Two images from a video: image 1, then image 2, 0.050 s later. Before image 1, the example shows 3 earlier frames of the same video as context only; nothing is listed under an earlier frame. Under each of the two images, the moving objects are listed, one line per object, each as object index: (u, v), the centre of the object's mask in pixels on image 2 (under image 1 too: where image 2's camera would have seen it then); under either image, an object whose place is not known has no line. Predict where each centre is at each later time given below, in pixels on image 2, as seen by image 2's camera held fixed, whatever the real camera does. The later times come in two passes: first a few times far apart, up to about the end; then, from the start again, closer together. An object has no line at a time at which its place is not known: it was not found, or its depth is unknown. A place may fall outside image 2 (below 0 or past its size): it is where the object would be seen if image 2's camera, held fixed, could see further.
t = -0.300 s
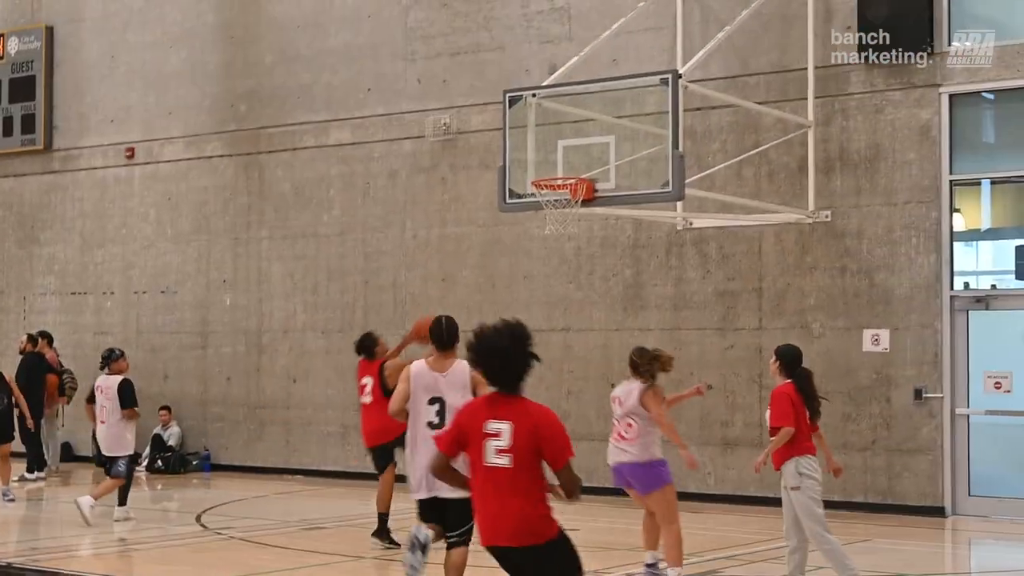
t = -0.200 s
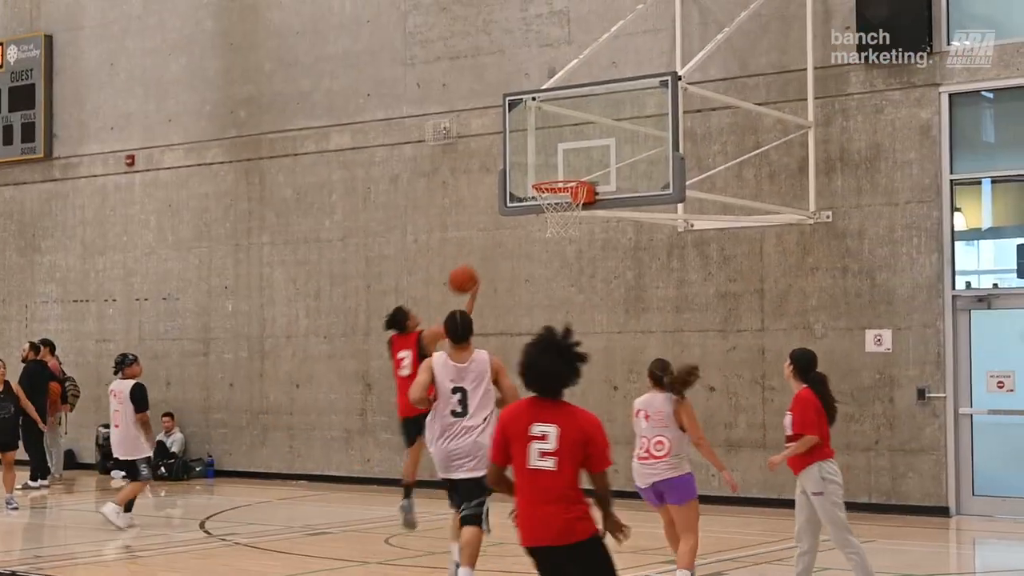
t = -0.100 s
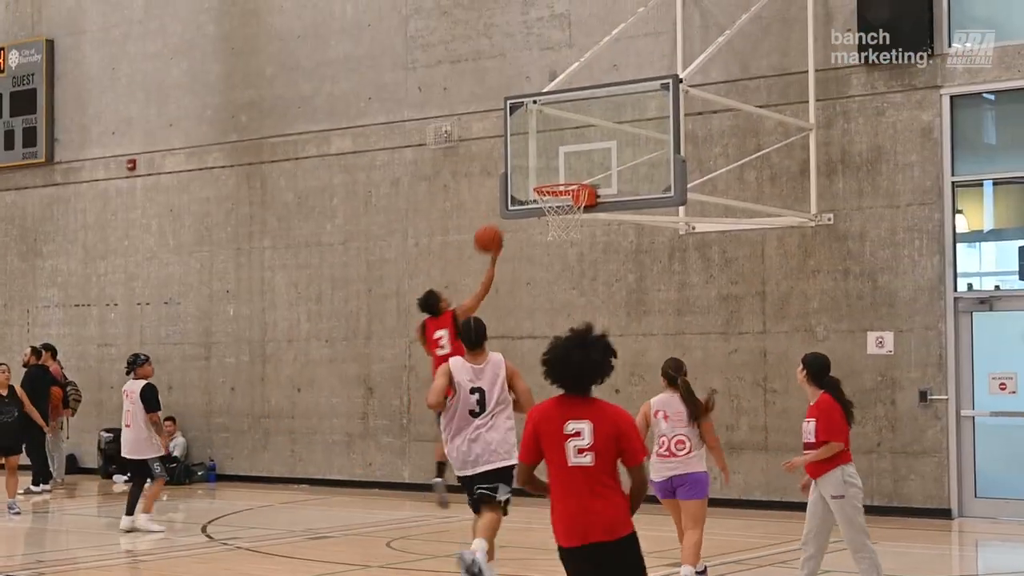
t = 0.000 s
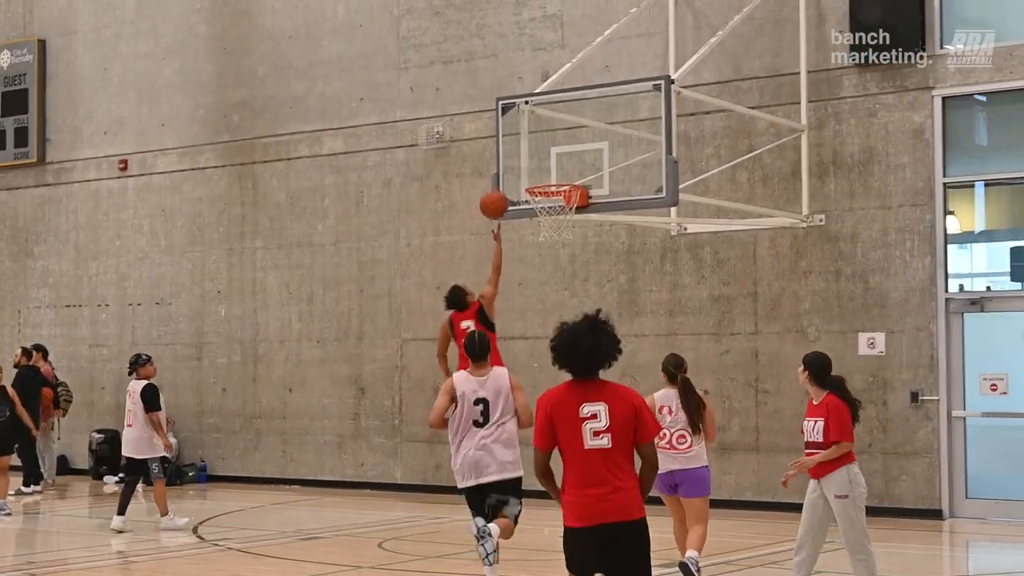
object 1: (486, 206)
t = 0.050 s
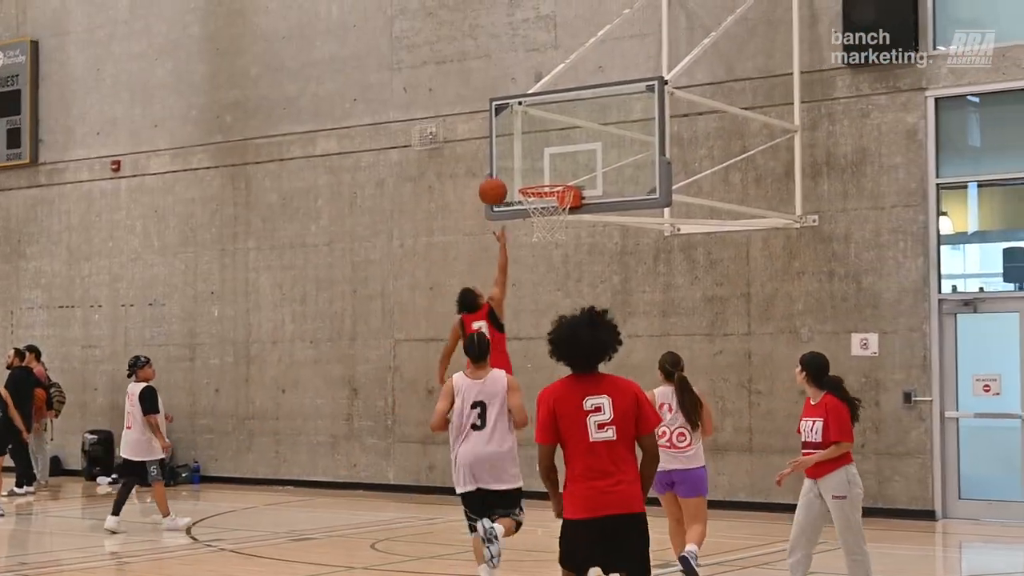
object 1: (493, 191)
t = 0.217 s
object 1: (510, 168)
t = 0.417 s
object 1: (533, 173)
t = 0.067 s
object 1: (494, 188)
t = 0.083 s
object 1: (496, 184)
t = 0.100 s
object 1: (498, 181)
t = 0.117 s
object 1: (499, 178)
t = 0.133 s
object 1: (502, 175)
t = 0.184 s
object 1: (507, 170)
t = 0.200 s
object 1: (509, 169)
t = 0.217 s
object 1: (510, 168)
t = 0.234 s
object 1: (512, 167)
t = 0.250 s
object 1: (515, 167)
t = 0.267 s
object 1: (516, 167)
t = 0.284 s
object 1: (518, 167)
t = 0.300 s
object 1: (520, 168)
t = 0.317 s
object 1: (521, 169)
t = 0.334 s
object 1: (523, 170)
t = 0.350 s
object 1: (524, 171)
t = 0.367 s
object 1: (526, 173)
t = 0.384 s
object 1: (528, 173)
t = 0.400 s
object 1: (530, 173)
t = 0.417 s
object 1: (533, 173)
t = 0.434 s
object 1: (535, 174)
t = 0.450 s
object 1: (536, 174)
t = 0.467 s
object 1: (539, 175)
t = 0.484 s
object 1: (541, 175)
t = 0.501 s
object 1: (542, 177)
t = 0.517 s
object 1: (544, 178)
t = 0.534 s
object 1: (546, 179)
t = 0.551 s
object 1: (548, 180)
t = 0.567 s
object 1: (550, 181)
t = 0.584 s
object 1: (553, 182)
